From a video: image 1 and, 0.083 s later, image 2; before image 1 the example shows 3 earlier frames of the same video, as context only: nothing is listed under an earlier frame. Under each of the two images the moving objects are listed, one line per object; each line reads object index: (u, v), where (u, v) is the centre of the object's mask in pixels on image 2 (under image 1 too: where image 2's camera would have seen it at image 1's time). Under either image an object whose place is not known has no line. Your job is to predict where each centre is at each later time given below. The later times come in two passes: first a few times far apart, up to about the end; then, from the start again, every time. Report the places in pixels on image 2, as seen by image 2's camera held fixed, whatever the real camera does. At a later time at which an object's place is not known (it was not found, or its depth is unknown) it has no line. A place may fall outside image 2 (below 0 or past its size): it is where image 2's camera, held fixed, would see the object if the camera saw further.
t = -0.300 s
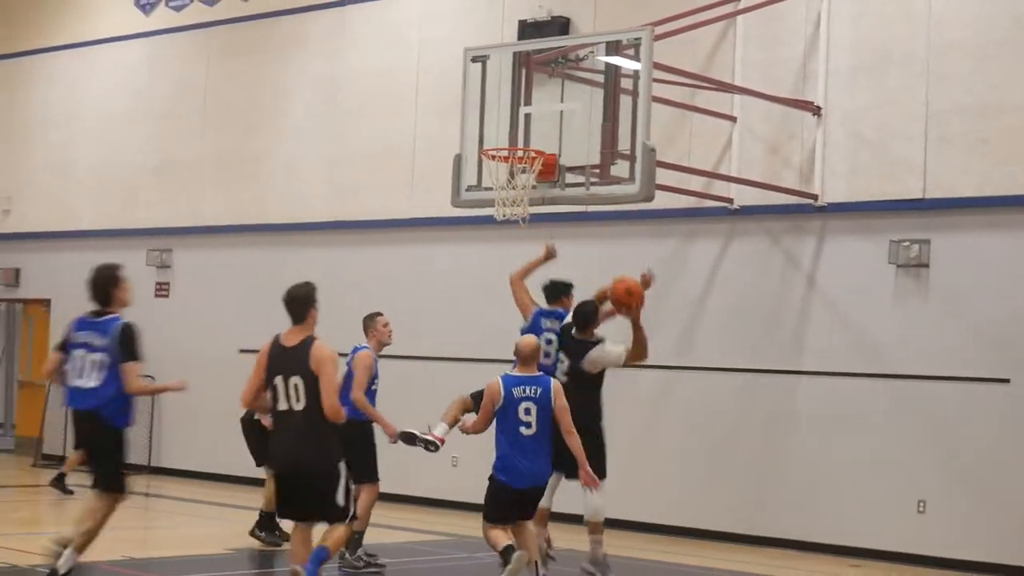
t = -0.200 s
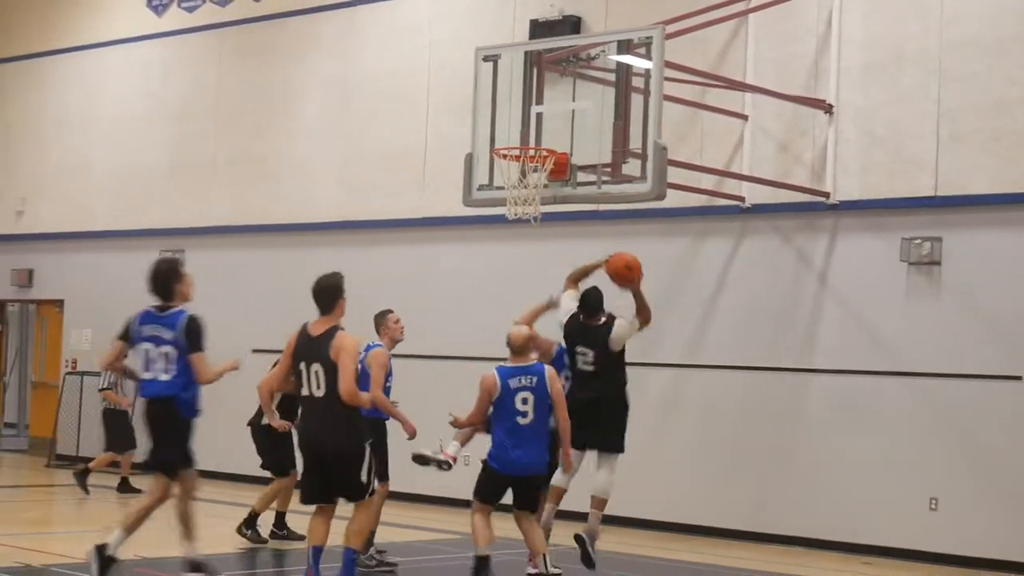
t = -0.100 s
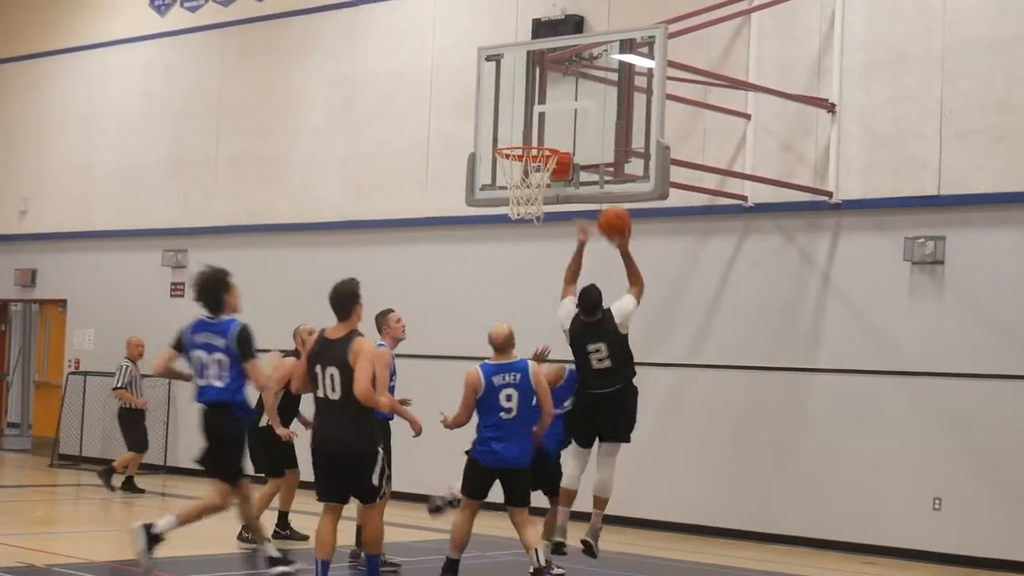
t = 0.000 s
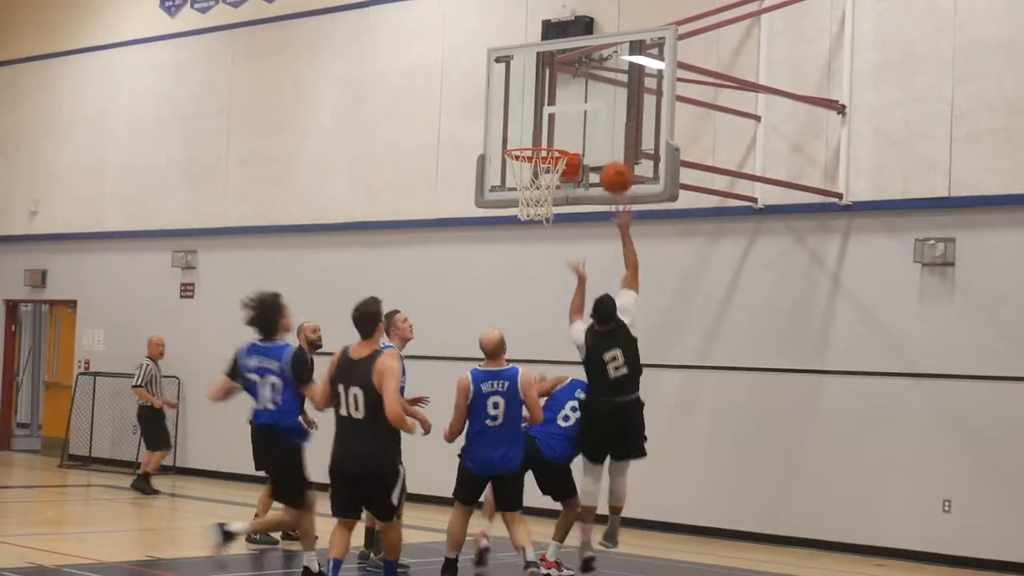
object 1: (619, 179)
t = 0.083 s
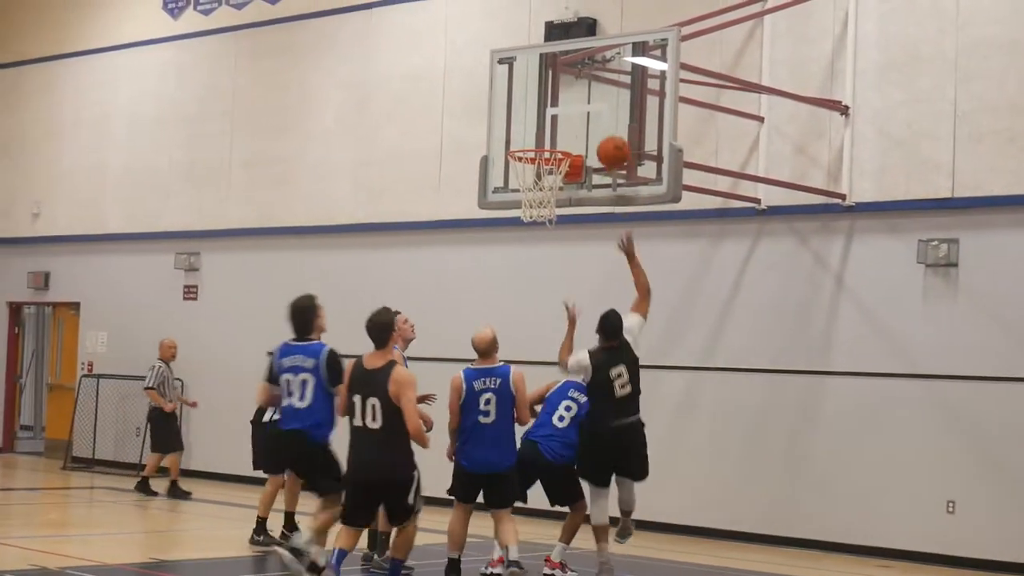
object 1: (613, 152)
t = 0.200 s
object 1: (598, 133)
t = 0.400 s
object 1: (564, 131)
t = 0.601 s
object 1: (544, 144)
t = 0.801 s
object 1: (527, 217)
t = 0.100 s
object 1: (612, 147)
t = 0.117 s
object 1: (611, 144)
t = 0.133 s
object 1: (610, 140)
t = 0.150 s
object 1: (608, 137)
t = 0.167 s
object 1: (606, 135)
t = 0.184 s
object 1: (602, 134)
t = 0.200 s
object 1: (598, 133)
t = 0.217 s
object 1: (595, 132)
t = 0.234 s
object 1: (591, 132)
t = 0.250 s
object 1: (587, 132)
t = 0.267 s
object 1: (584, 133)
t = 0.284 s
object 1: (580, 133)
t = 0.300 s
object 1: (576, 134)
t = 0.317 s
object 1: (573, 136)
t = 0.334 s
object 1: (571, 136)
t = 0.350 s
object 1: (569, 134)
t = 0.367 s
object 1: (567, 133)
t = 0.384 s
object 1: (566, 132)
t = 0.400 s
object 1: (564, 131)
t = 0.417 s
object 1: (562, 131)
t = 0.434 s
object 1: (561, 131)
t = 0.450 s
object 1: (559, 132)
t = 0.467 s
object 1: (558, 133)
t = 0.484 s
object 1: (555, 134)
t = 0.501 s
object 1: (554, 135)
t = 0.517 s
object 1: (552, 137)
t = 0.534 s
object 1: (550, 138)
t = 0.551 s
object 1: (549, 139)
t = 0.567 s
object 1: (547, 141)
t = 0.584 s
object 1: (545, 145)
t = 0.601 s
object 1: (544, 144)
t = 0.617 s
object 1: (545, 153)
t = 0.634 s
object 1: (541, 163)
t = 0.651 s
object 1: (538, 169)
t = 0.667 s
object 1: (536, 174)
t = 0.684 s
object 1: (534, 178)
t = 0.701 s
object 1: (532, 184)
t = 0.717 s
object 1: (532, 190)
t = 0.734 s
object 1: (530, 195)
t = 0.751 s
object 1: (530, 199)
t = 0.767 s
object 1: (529, 204)
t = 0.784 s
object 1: (528, 215)
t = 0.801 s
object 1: (527, 217)
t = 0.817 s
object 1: (527, 219)
